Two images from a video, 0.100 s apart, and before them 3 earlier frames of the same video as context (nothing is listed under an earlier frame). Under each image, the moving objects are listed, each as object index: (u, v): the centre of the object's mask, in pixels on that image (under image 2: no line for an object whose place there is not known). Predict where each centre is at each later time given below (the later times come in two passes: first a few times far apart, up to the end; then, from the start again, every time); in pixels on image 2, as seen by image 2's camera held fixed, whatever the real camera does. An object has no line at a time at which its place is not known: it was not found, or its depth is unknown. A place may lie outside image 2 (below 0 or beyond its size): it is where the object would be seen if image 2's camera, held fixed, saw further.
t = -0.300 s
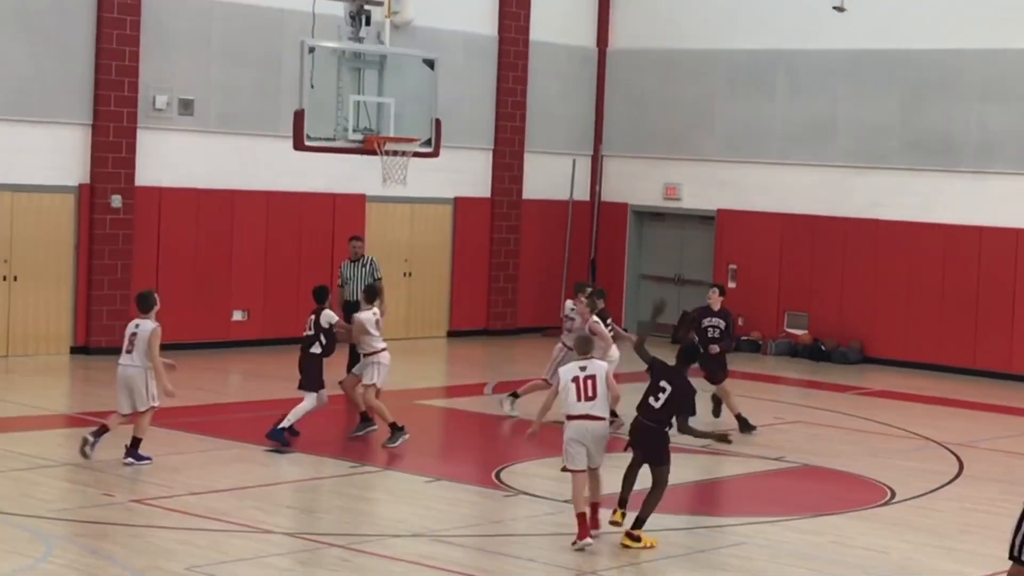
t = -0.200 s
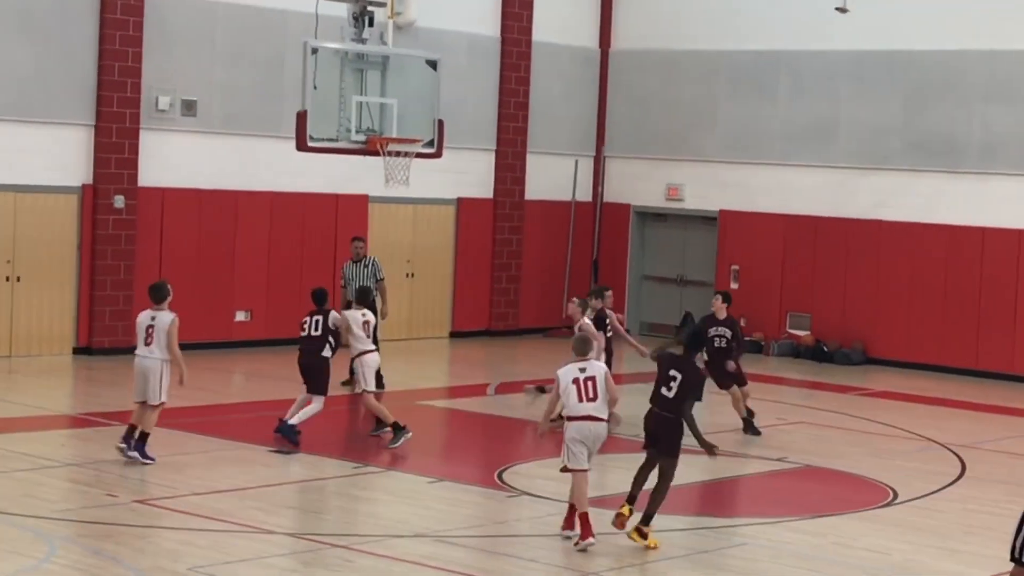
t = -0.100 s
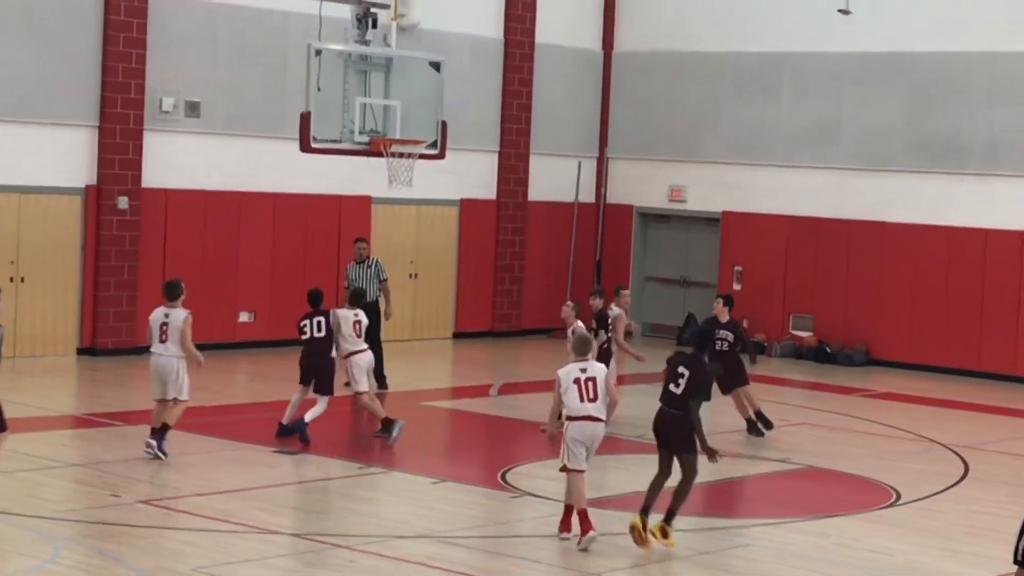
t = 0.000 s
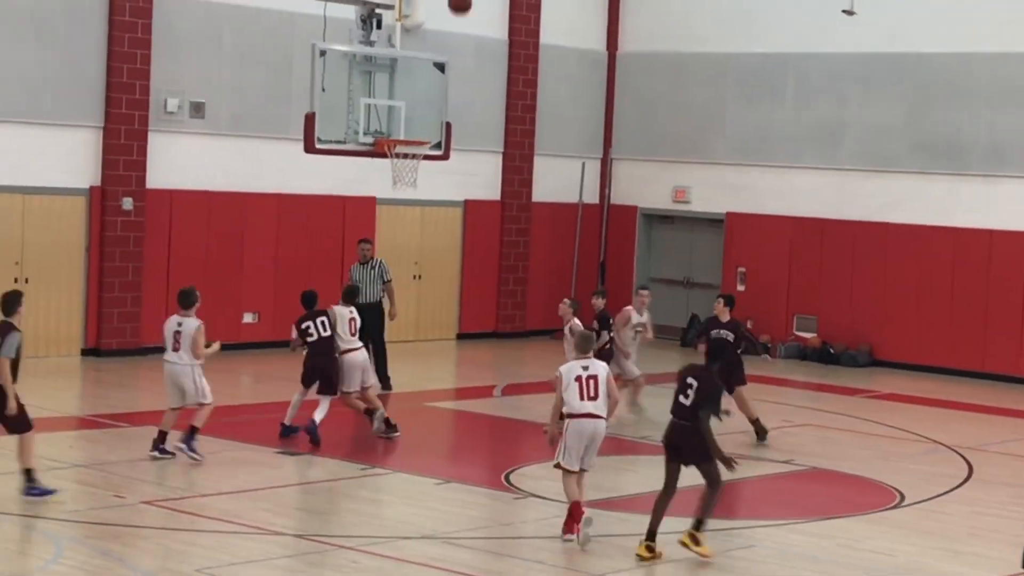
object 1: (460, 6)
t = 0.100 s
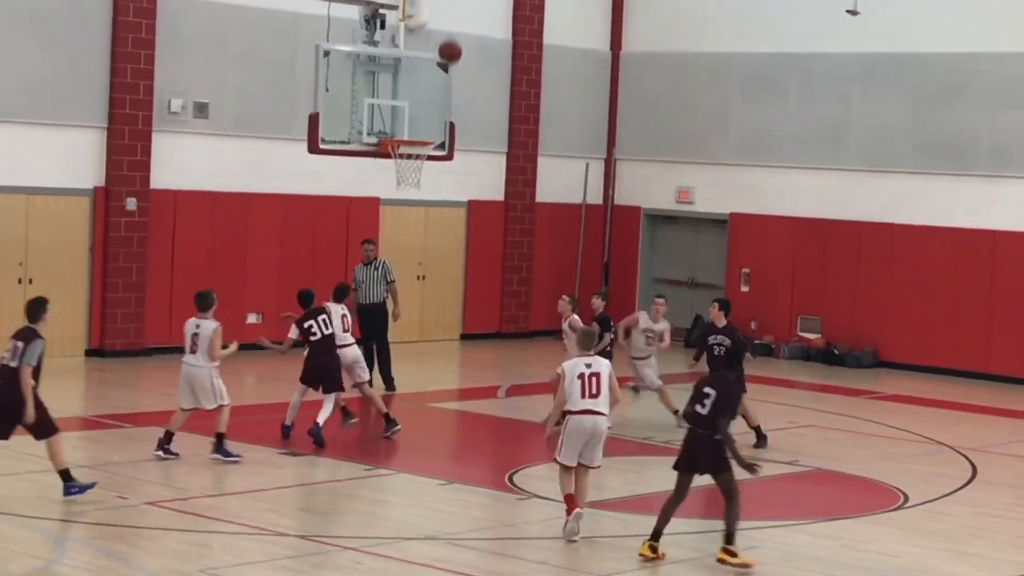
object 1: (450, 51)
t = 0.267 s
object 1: (426, 130)
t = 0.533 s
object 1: (407, 93)
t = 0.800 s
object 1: (431, 118)
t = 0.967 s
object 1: (445, 170)
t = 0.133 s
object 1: (445, 70)
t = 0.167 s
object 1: (441, 88)
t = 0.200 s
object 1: (437, 107)
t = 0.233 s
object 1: (432, 128)
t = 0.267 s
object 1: (426, 130)
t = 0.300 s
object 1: (417, 122)
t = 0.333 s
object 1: (408, 116)
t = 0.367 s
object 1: (399, 111)
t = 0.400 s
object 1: (395, 106)
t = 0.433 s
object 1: (398, 101)
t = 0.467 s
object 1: (401, 97)
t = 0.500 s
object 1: (404, 94)
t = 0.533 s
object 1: (407, 93)
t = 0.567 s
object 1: (410, 92)
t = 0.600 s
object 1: (413, 93)
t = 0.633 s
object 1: (416, 94)
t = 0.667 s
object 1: (419, 97)
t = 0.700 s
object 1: (423, 101)
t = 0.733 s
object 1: (425, 105)
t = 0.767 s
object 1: (428, 111)
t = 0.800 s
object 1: (431, 118)
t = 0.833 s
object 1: (434, 126)
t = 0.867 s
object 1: (437, 135)
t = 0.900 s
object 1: (440, 146)
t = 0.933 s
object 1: (442, 157)
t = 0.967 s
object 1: (445, 170)
